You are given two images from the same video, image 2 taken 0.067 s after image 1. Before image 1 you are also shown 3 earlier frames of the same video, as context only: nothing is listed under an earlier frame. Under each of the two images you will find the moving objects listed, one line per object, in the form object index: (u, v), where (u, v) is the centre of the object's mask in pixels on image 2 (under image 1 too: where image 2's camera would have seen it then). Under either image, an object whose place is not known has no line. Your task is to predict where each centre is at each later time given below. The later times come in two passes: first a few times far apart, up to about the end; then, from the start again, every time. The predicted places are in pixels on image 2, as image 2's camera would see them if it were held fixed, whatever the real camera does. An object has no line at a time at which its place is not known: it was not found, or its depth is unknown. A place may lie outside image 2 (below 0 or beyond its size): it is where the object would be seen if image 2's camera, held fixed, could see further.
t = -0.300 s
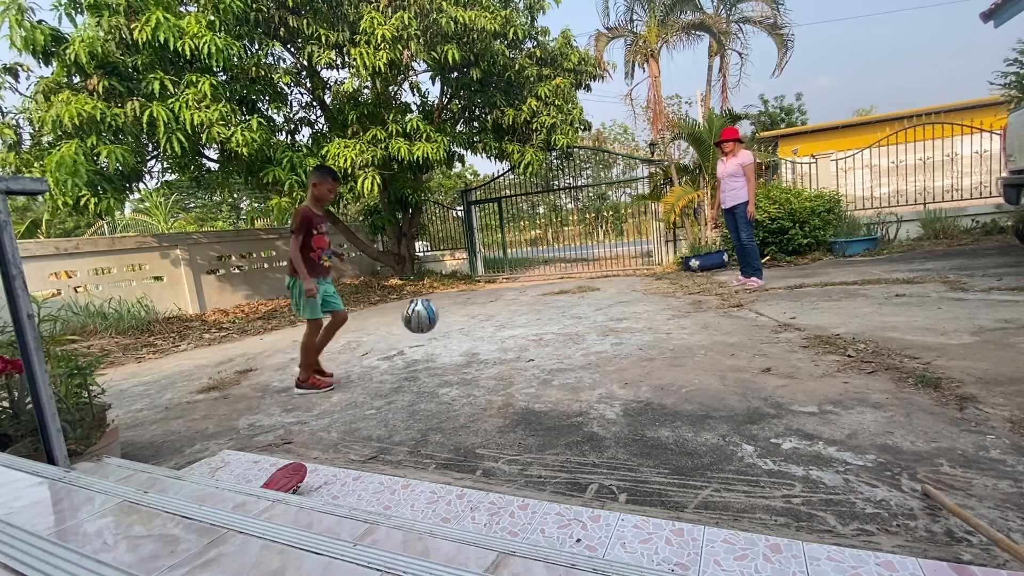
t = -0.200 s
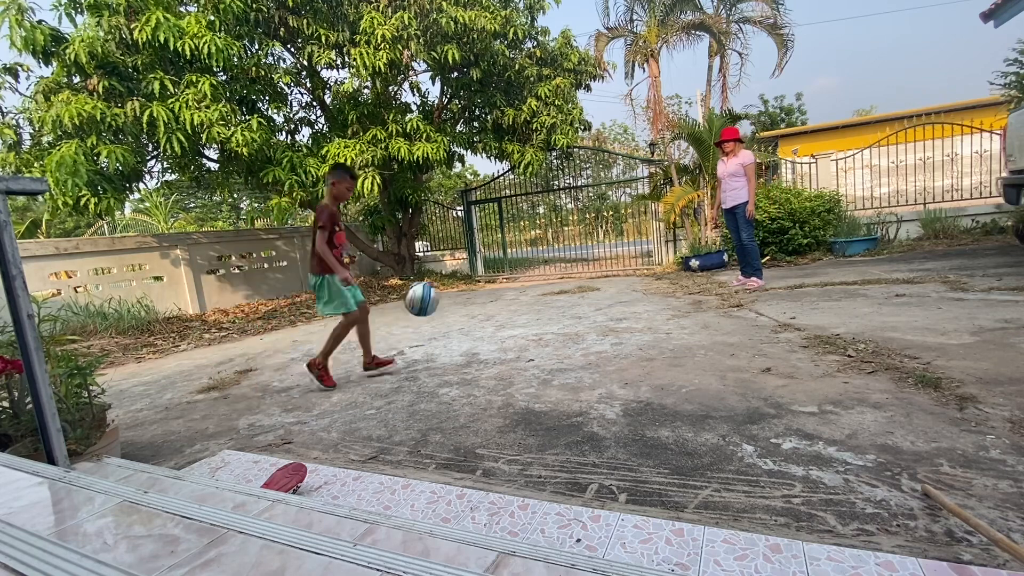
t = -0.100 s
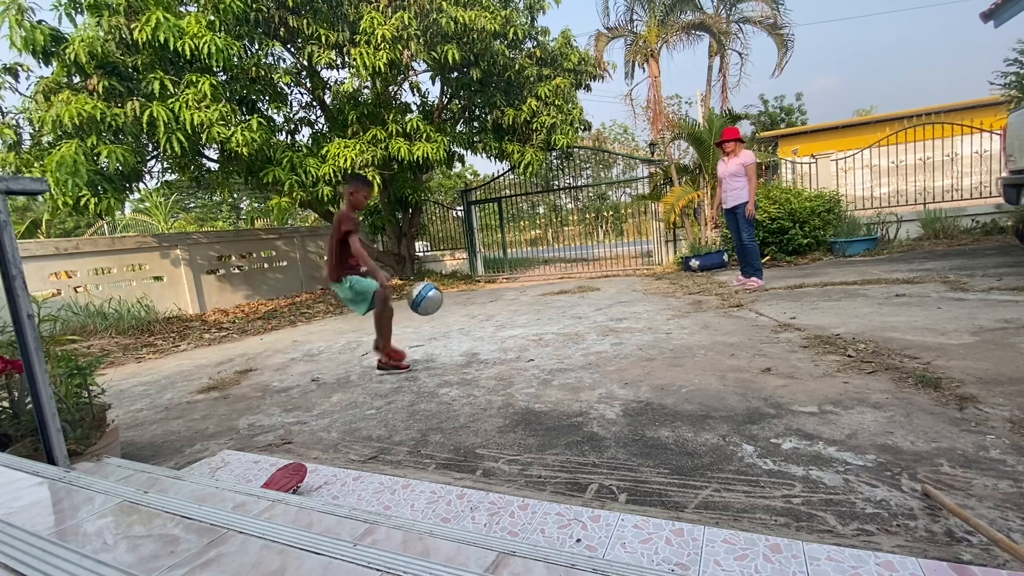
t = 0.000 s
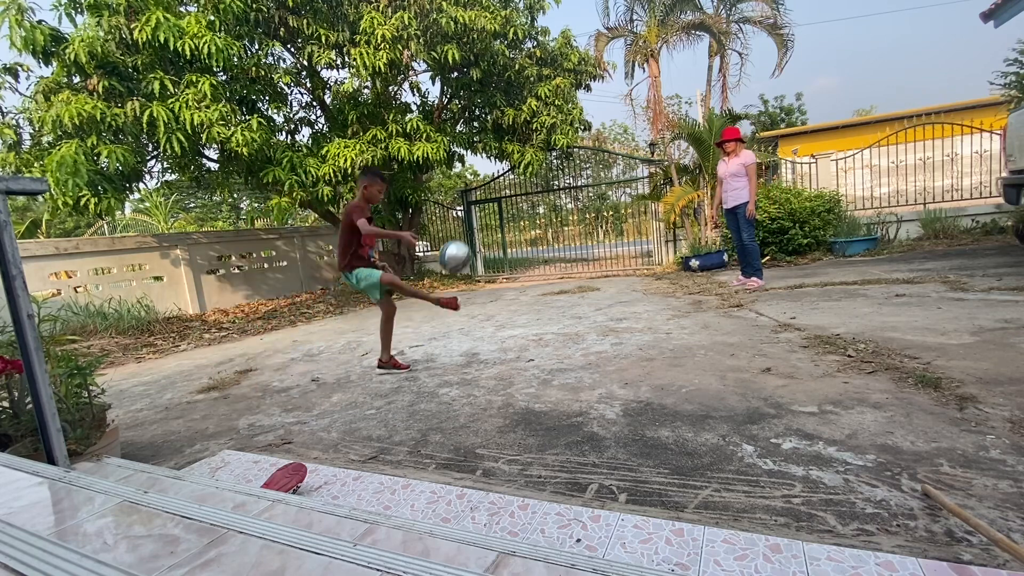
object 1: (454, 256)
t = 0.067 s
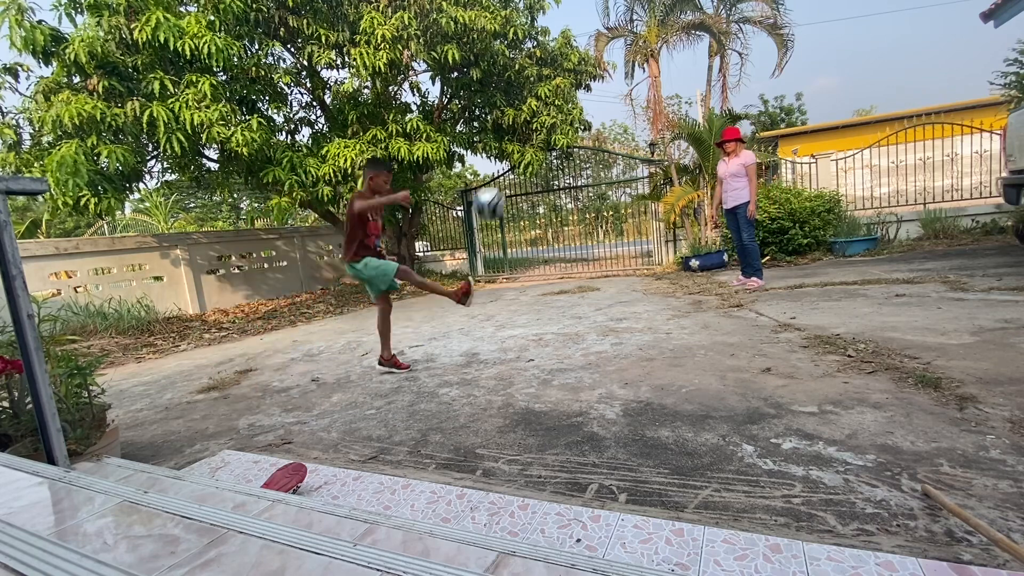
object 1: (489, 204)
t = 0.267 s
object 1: (589, 94)
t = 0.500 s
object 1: (694, 54)
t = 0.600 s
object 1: (734, 60)
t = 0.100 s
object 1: (507, 180)
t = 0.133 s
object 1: (523, 159)
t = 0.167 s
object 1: (540, 139)
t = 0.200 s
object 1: (557, 122)
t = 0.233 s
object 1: (573, 108)
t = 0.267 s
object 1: (589, 94)
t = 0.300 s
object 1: (604, 83)
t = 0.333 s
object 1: (620, 74)
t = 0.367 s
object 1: (635, 67)
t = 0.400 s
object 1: (650, 61)
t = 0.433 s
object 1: (665, 57)
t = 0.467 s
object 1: (679, 54)
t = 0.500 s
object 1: (694, 54)
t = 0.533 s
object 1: (708, 54)
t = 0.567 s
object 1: (720, 56)
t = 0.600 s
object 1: (734, 60)
